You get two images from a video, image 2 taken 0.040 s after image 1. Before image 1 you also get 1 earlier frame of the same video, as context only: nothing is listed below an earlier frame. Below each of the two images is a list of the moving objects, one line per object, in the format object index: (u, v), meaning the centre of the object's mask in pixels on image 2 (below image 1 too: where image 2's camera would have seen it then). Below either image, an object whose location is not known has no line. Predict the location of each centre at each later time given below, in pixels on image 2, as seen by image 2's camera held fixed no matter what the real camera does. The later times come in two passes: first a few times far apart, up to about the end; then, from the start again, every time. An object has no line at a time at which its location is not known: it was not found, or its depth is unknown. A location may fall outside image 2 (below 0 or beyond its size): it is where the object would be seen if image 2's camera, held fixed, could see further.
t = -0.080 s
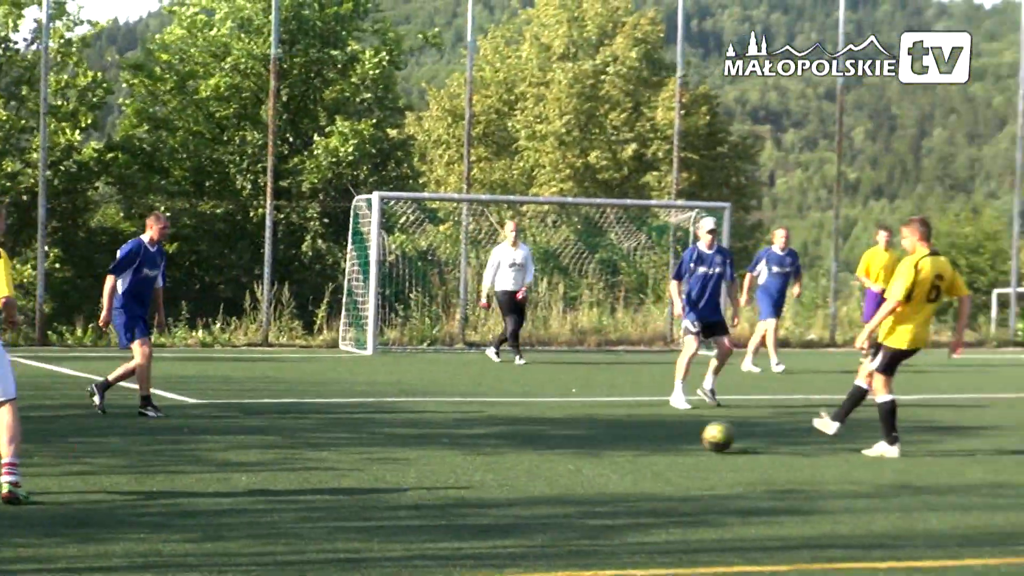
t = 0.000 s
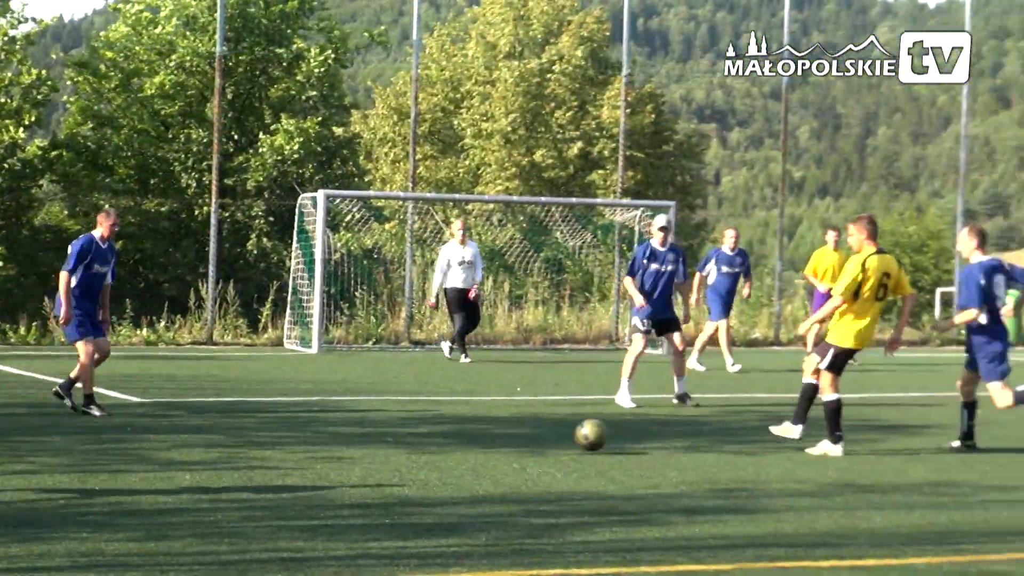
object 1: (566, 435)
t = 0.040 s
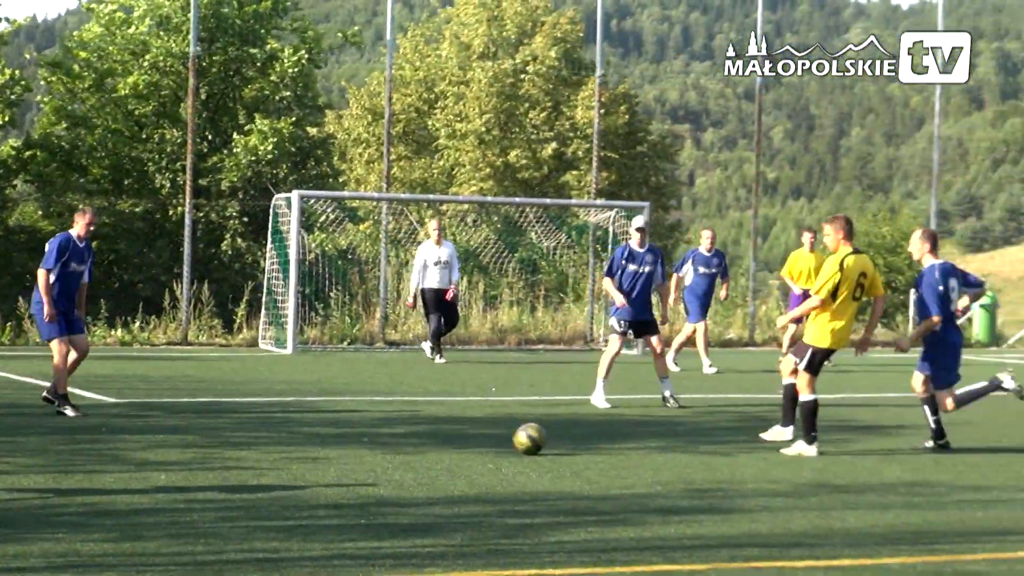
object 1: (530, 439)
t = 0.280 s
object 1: (338, 439)
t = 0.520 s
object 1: (171, 448)
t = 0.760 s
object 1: (10, 449)
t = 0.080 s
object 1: (495, 439)
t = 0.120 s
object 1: (462, 437)
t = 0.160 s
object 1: (429, 439)
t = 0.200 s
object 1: (396, 443)
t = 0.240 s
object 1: (366, 441)
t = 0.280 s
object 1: (338, 439)
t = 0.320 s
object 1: (308, 441)
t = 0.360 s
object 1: (279, 444)
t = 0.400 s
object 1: (252, 445)
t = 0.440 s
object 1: (225, 443)
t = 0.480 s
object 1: (198, 445)
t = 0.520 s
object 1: (171, 448)
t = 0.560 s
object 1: (145, 446)
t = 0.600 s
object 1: (118, 446)
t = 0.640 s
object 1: (91, 448)
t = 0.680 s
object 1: (64, 451)
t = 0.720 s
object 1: (37, 448)
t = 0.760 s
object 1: (10, 449)
